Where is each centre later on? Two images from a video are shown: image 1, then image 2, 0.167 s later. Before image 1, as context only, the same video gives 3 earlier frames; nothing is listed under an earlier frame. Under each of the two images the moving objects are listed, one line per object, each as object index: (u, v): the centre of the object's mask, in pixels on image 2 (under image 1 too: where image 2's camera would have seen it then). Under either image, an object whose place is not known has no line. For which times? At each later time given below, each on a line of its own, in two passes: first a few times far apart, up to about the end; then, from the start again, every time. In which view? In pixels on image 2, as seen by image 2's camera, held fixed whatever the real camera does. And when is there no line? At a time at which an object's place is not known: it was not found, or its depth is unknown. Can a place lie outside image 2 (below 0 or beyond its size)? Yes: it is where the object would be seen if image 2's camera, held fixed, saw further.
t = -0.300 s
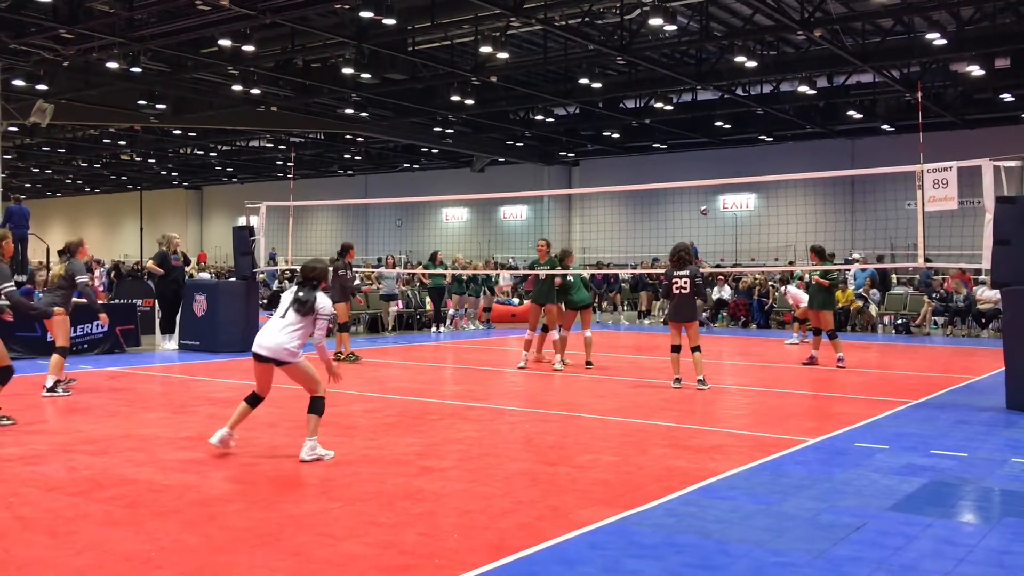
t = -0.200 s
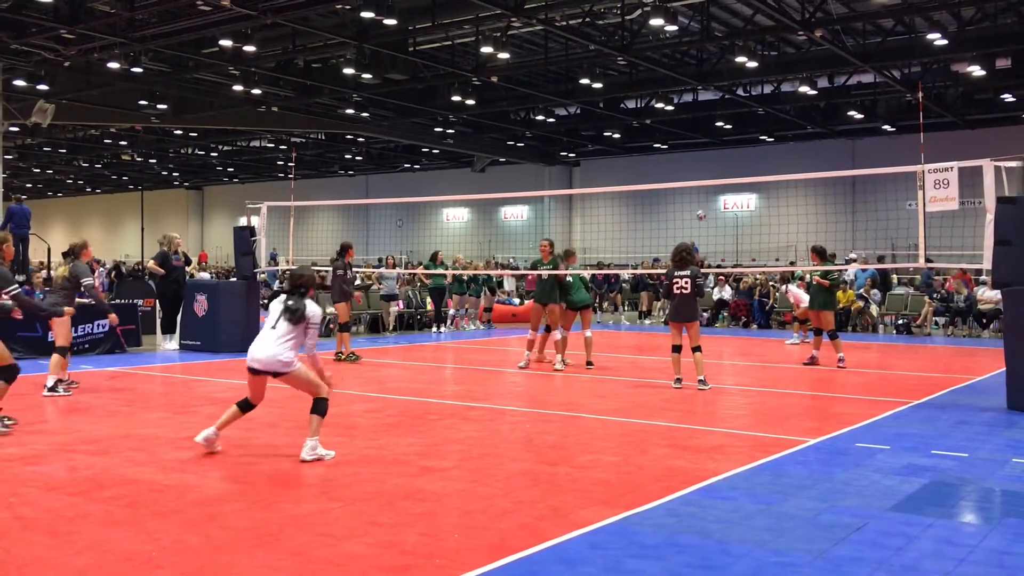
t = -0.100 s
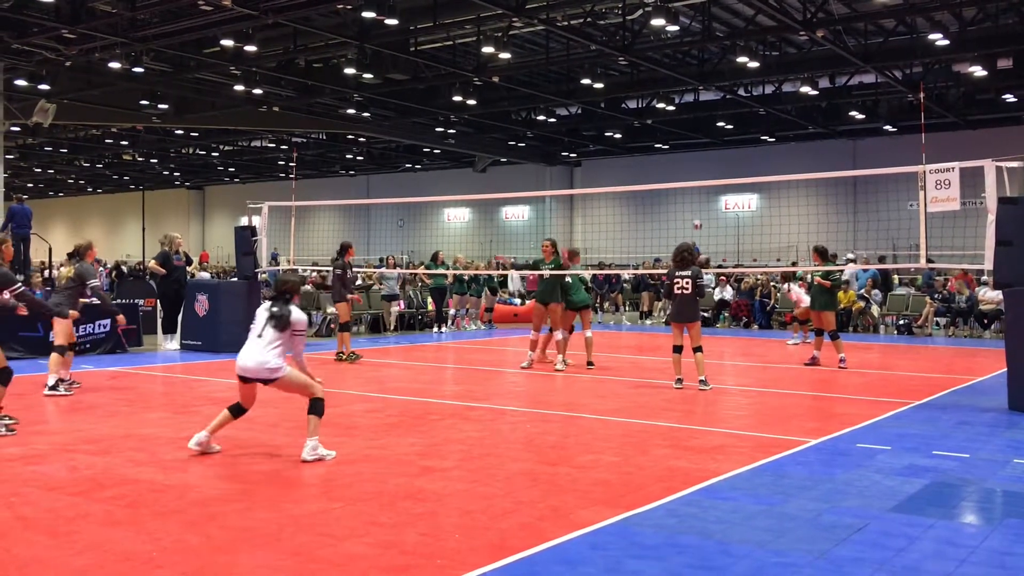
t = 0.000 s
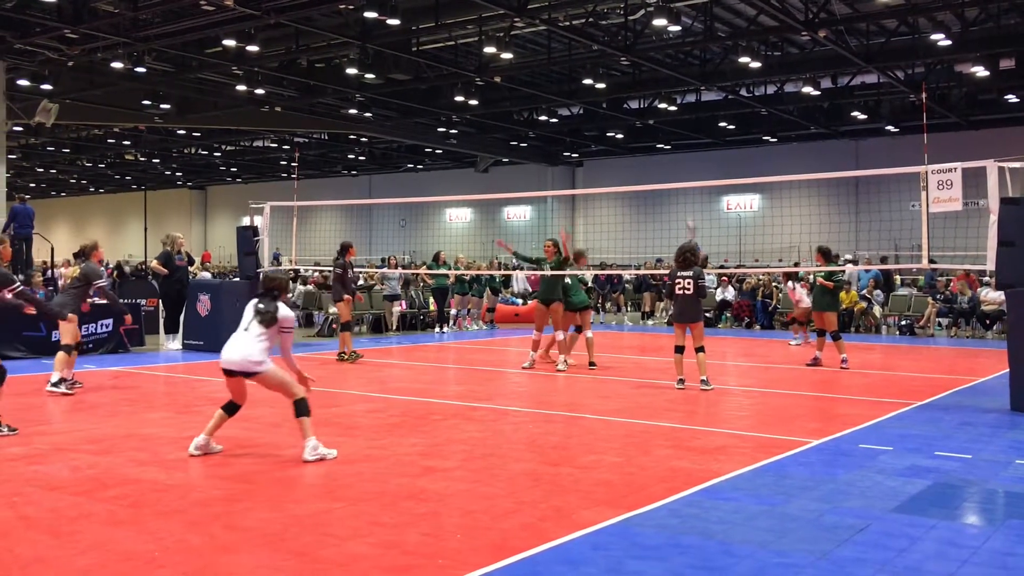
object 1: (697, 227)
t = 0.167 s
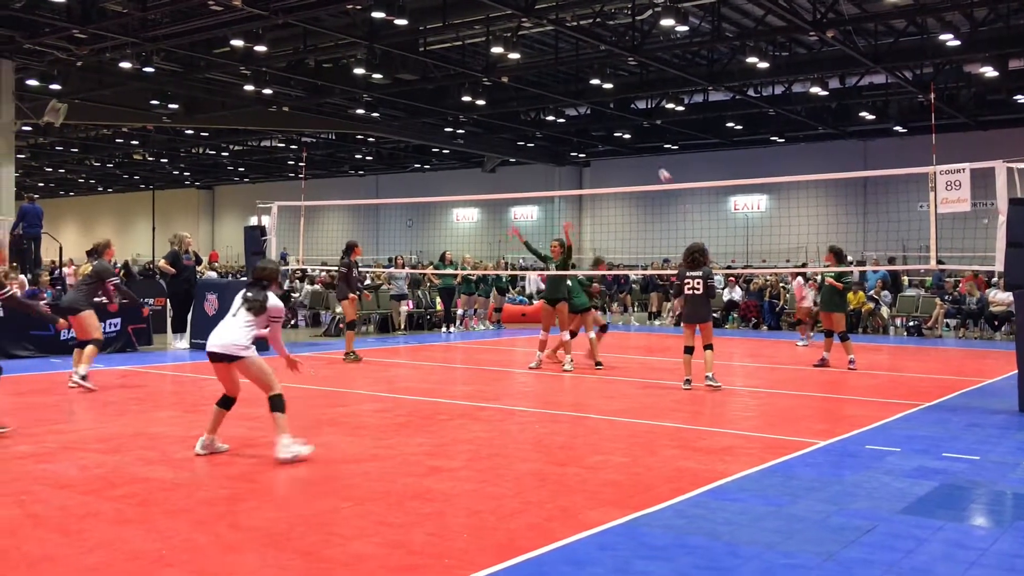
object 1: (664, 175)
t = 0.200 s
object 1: (658, 167)
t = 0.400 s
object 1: (615, 117)
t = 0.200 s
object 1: (658, 167)
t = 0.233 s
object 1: (652, 158)
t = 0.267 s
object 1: (645, 148)
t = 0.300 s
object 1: (638, 140)
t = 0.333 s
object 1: (630, 130)
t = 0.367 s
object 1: (623, 123)
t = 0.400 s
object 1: (615, 117)
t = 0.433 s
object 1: (606, 109)
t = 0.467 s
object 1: (598, 102)
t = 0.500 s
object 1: (588, 95)
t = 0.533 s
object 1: (578, 90)
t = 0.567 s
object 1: (568, 84)
